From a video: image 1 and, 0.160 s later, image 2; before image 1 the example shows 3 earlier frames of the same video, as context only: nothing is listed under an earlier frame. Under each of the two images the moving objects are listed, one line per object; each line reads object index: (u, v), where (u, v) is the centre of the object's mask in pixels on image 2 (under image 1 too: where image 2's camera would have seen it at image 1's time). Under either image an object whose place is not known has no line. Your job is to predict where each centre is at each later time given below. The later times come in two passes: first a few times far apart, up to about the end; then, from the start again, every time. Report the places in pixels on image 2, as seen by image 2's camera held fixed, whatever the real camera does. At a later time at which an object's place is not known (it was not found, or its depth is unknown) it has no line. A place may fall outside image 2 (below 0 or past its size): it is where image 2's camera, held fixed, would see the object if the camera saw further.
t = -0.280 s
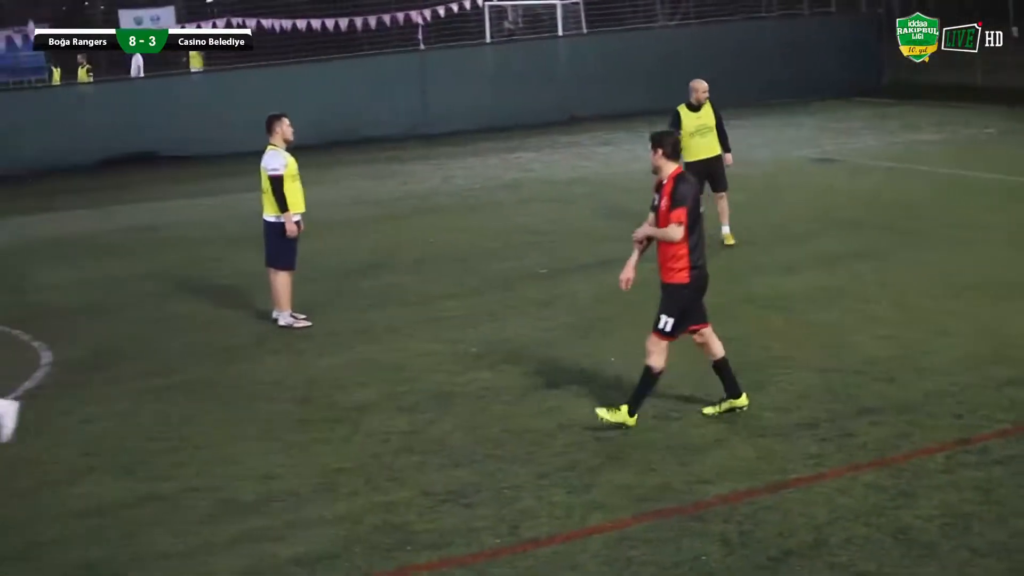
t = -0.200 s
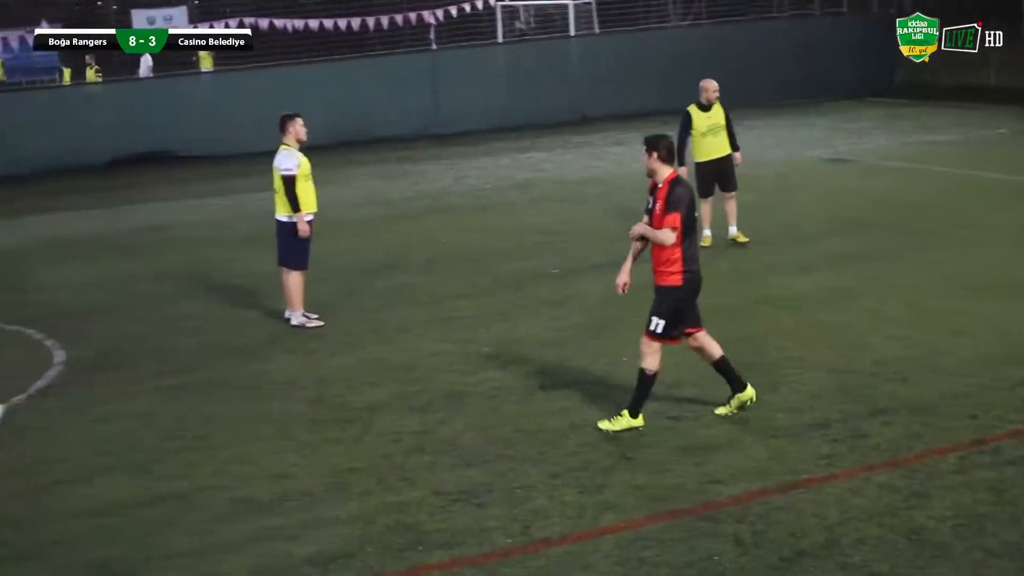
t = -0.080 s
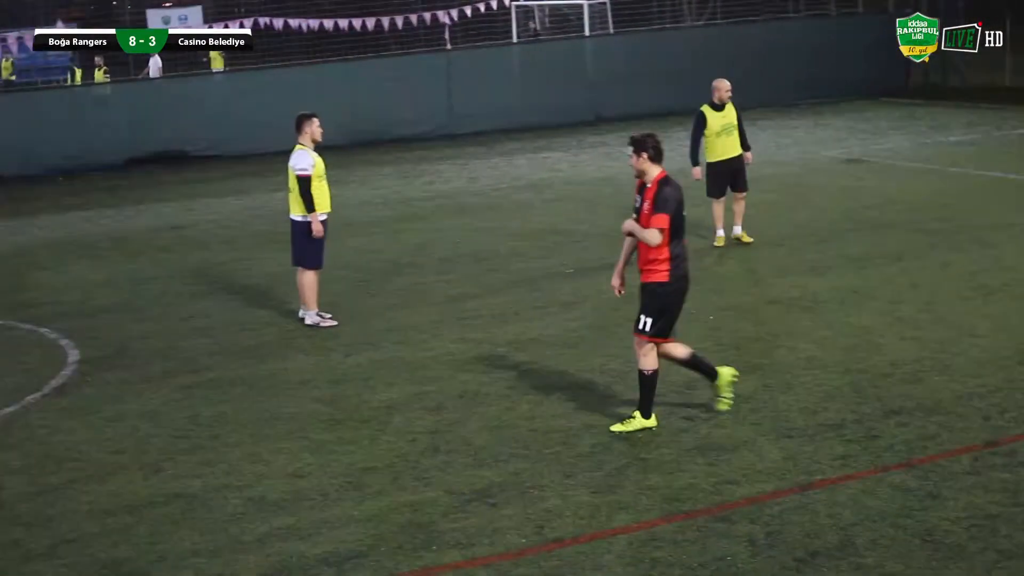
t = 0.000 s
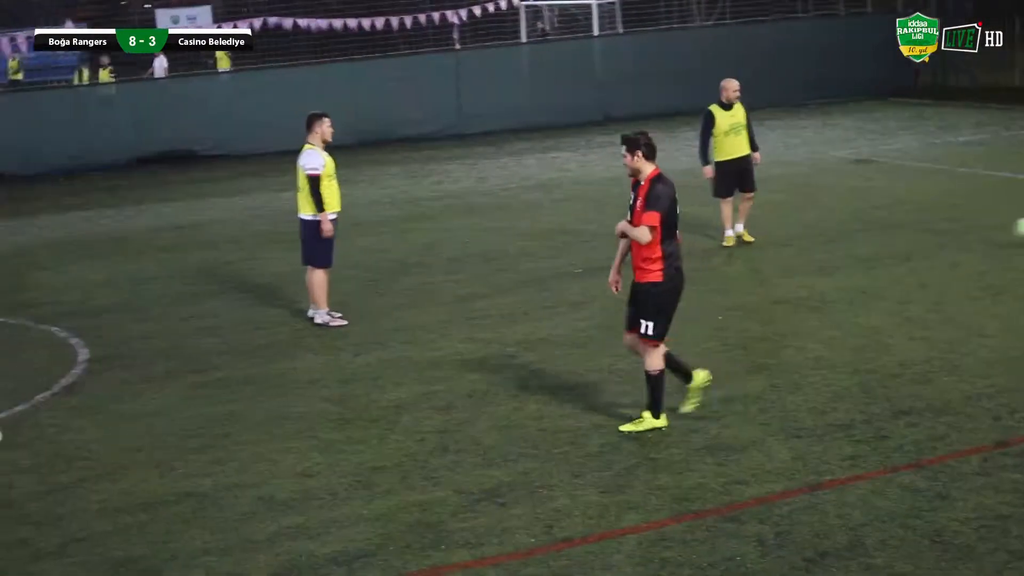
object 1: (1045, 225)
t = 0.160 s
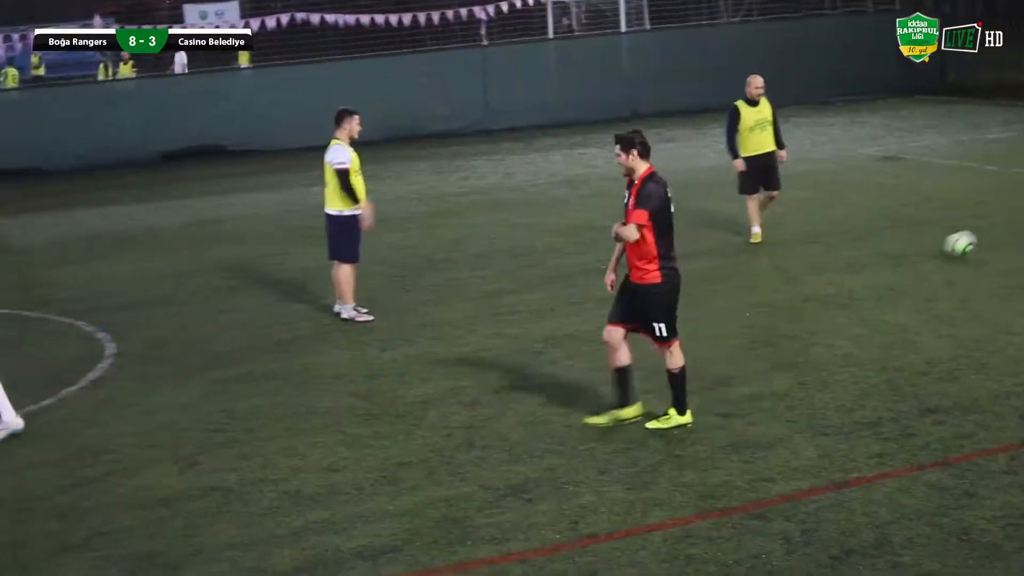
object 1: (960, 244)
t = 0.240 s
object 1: (922, 242)
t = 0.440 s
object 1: (831, 255)
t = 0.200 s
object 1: (940, 244)
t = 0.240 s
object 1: (922, 242)
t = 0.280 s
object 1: (904, 241)
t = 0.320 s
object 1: (887, 243)
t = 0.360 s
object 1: (868, 244)
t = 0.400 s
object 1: (850, 249)
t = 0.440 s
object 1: (831, 255)
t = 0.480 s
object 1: (812, 259)
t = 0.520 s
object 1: (794, 258)
